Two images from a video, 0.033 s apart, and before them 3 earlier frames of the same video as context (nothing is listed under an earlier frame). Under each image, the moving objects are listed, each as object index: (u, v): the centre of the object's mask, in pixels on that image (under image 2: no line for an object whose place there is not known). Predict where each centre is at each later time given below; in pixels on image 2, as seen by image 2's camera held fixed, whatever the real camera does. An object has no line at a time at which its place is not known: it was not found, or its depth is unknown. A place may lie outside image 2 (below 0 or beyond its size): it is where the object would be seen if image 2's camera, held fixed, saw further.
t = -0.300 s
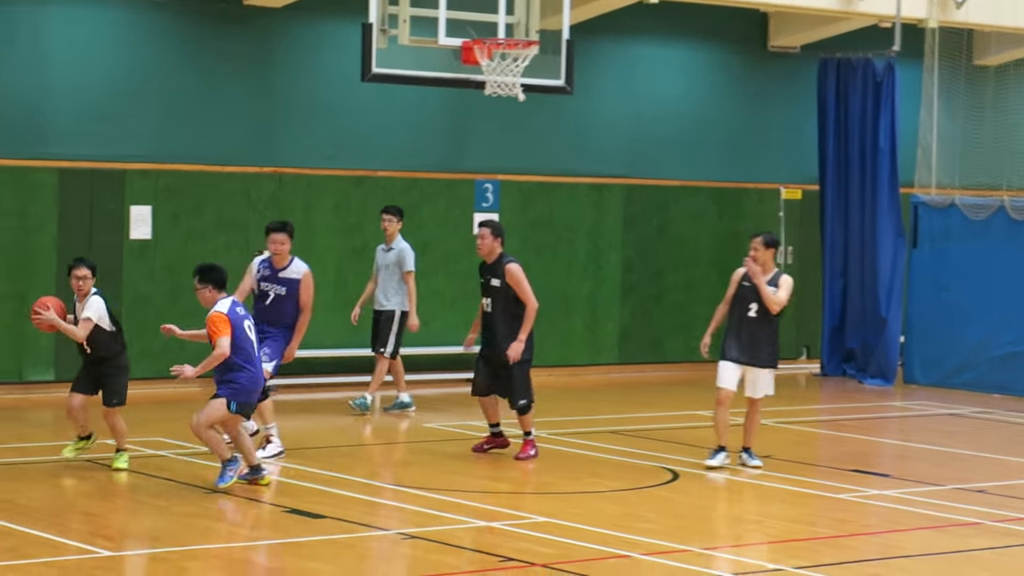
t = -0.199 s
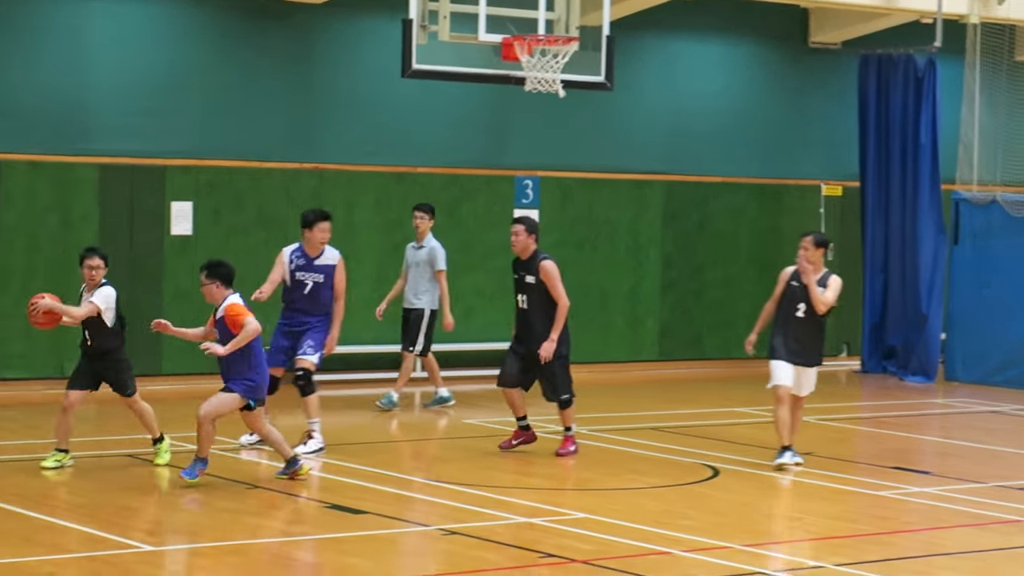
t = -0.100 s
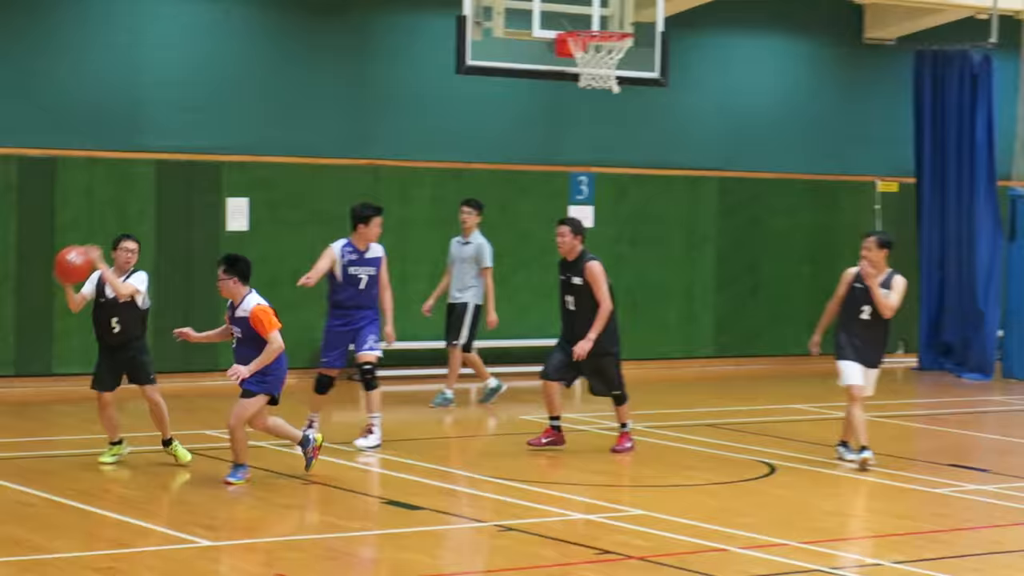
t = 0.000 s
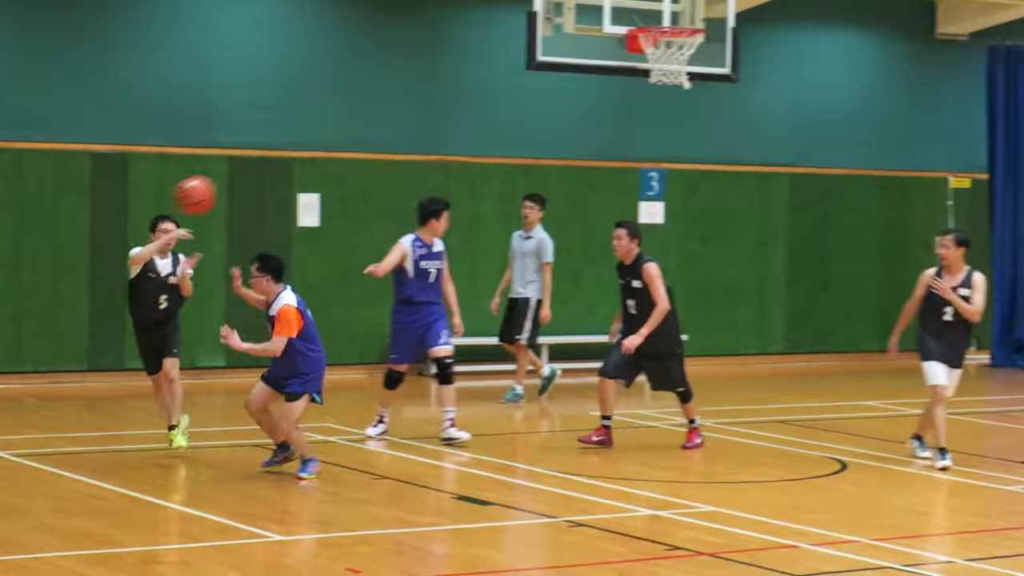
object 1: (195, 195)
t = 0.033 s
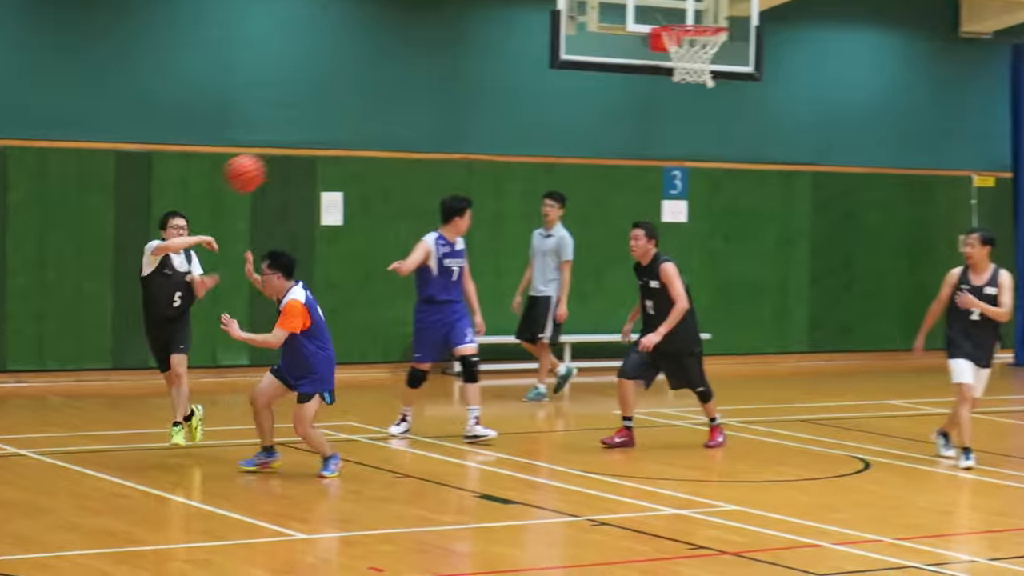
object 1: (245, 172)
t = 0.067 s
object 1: (268, 155)
